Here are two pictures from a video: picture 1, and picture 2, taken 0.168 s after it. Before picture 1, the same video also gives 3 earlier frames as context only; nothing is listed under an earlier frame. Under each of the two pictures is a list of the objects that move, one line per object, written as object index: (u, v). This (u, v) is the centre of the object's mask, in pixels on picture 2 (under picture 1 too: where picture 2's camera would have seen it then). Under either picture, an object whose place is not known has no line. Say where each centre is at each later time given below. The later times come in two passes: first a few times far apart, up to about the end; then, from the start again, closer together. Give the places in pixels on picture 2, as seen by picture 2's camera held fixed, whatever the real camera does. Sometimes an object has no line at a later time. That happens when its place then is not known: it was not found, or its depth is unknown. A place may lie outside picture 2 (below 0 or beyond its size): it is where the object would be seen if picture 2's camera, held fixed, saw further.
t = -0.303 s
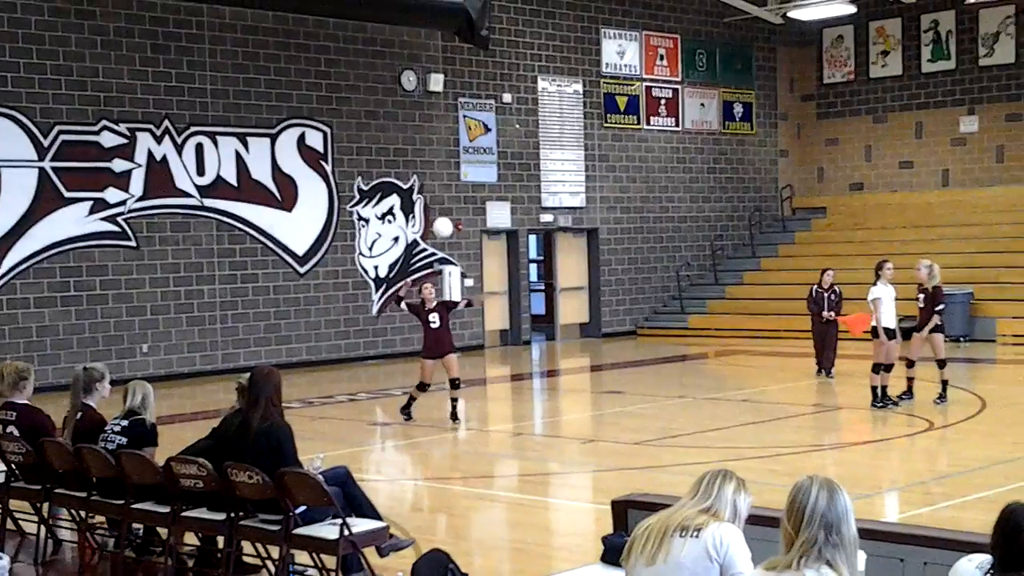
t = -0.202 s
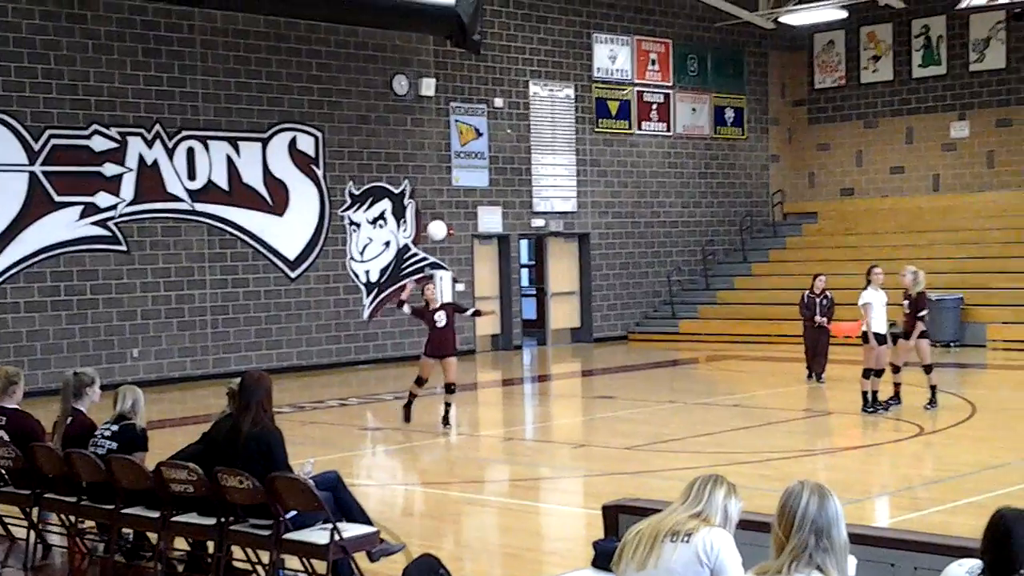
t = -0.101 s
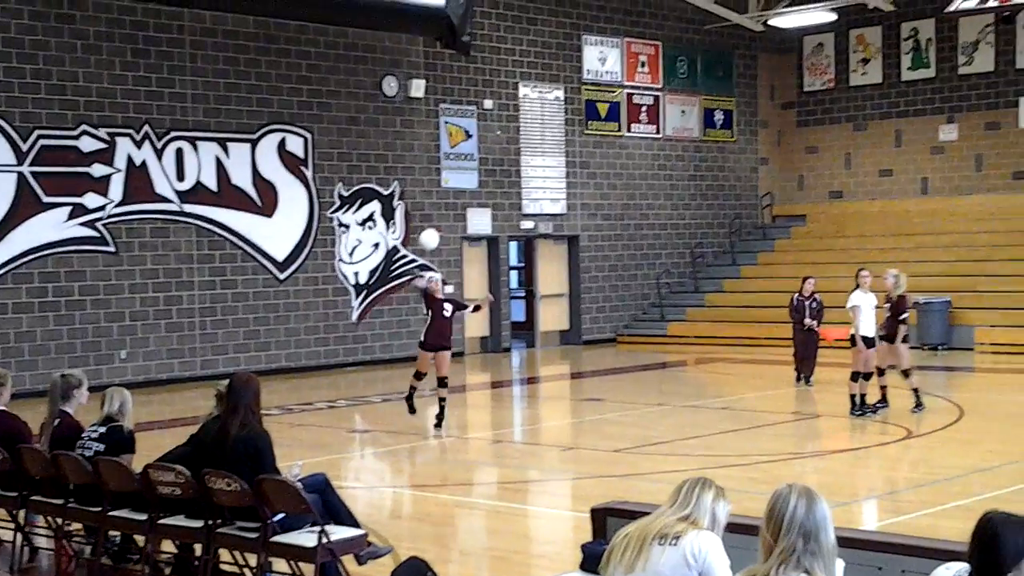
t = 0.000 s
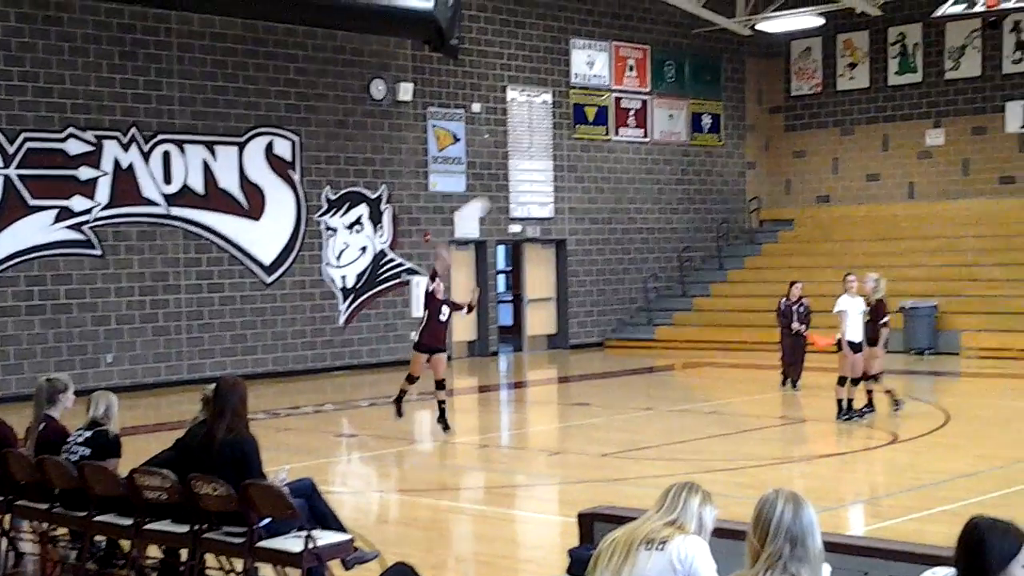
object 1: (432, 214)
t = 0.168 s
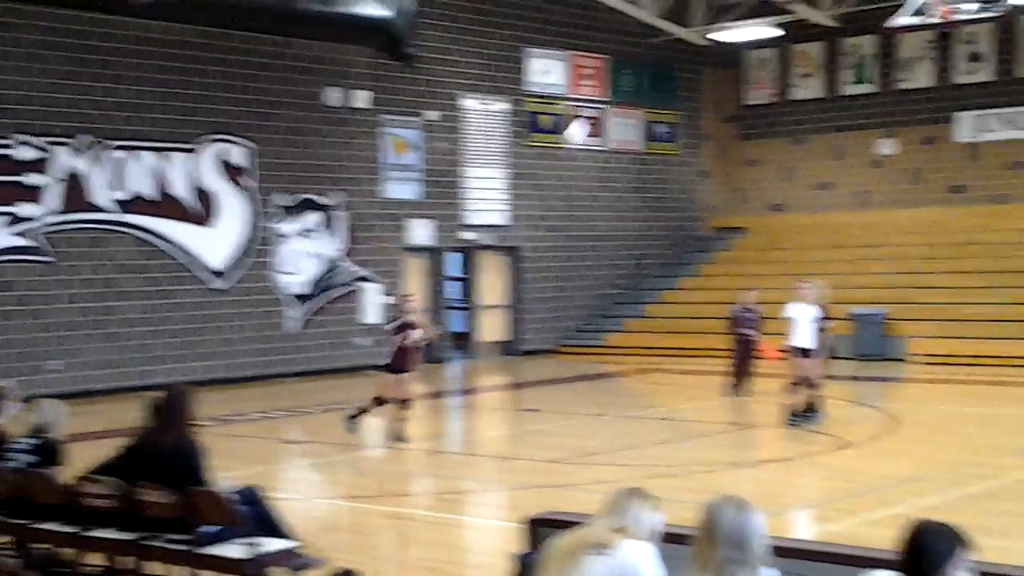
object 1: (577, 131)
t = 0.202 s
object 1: (606, 119)
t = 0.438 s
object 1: (829, 46)
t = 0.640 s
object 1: (1047, 25)
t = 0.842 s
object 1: (1287, 48)
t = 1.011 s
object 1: (1513, 108)
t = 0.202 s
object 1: (606, 119)
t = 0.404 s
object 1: (795, 55)
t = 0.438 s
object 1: (829, 46)
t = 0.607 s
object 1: (1008, 26)
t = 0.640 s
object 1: (1047, 25)
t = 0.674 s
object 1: (1085, 26)
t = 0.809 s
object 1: (1248, 39)
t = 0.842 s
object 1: (1287, 48)
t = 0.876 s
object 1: (1331, 56)
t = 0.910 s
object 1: (1375, 66)
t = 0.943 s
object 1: (1420, 78)
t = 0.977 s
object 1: (1465, 92)
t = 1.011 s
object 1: (1513, 108)
